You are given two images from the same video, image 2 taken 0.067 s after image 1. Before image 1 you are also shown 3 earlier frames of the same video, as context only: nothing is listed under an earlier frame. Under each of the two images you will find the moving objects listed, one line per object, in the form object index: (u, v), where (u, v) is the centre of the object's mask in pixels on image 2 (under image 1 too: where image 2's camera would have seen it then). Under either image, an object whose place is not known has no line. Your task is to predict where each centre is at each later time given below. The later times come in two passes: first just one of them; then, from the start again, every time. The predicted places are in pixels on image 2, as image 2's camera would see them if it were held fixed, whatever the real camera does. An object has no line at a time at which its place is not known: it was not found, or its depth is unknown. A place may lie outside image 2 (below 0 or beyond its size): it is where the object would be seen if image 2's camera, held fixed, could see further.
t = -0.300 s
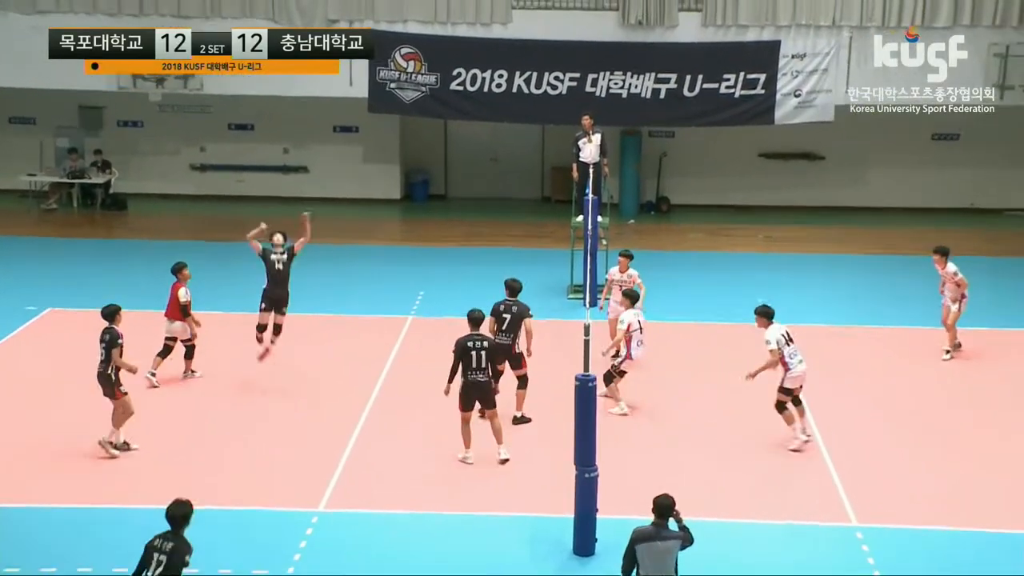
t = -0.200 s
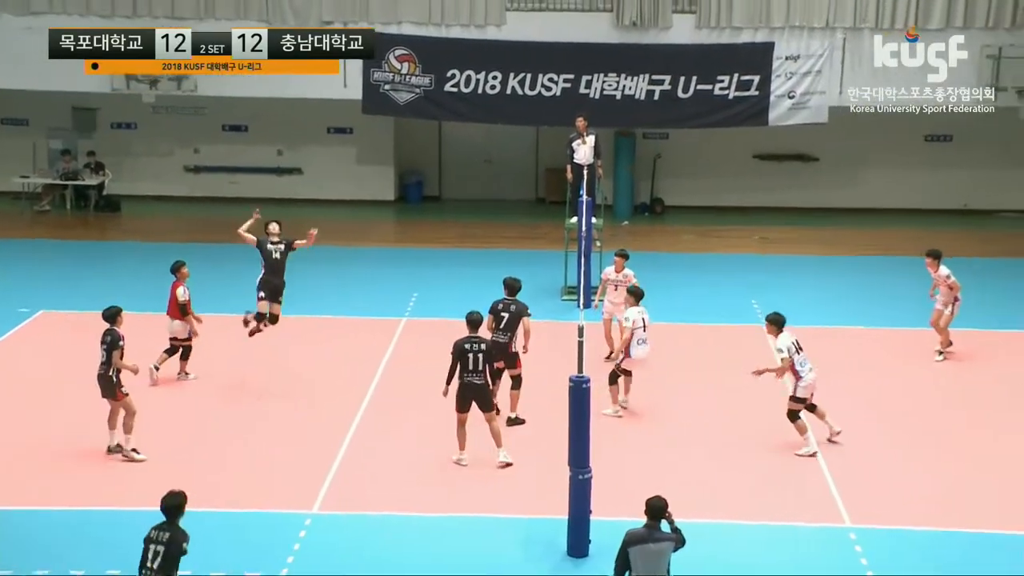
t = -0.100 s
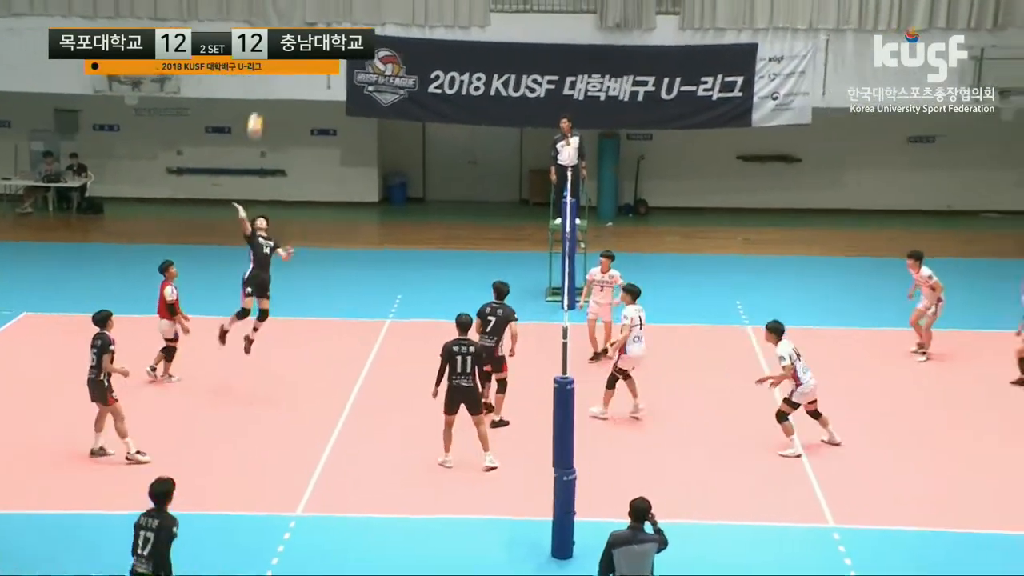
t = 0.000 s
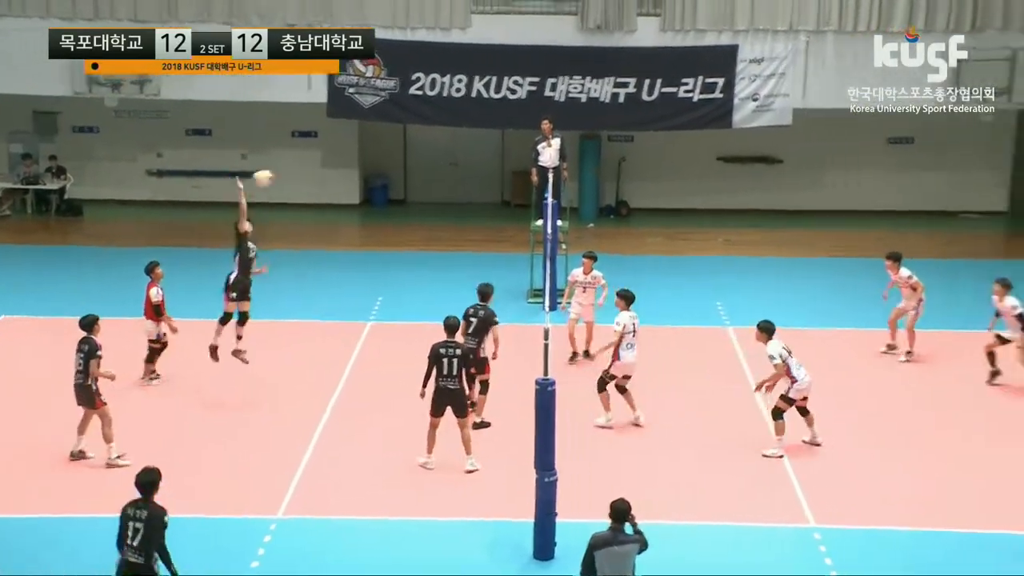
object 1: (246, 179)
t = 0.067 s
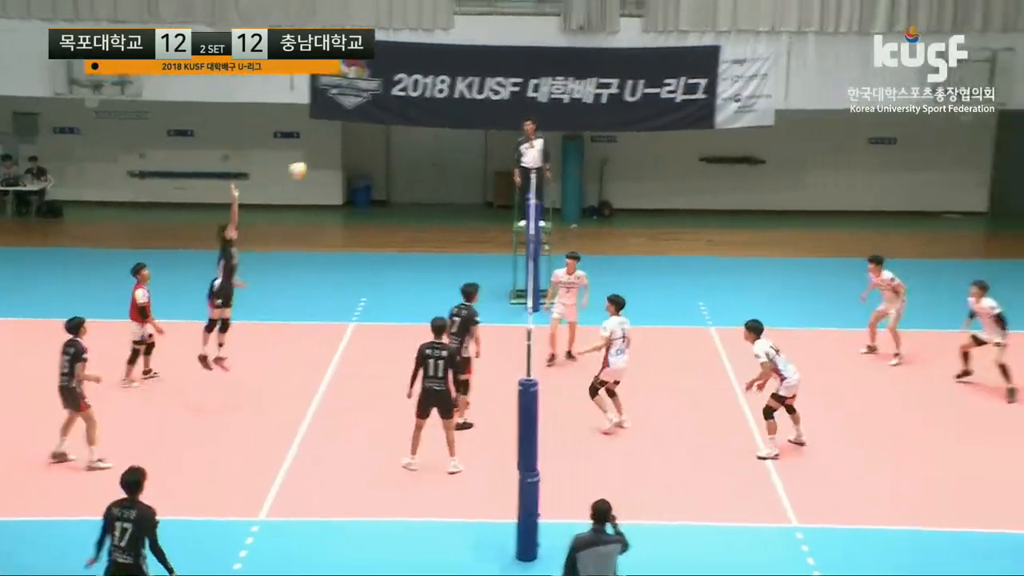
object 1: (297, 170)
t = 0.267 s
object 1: (452, 168)
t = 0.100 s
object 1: (324, 167)
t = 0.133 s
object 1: (351, 165)
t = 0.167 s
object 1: (376, 165)
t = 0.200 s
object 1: (403, 164)
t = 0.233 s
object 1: (428, 166)
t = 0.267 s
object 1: (452, 168)
